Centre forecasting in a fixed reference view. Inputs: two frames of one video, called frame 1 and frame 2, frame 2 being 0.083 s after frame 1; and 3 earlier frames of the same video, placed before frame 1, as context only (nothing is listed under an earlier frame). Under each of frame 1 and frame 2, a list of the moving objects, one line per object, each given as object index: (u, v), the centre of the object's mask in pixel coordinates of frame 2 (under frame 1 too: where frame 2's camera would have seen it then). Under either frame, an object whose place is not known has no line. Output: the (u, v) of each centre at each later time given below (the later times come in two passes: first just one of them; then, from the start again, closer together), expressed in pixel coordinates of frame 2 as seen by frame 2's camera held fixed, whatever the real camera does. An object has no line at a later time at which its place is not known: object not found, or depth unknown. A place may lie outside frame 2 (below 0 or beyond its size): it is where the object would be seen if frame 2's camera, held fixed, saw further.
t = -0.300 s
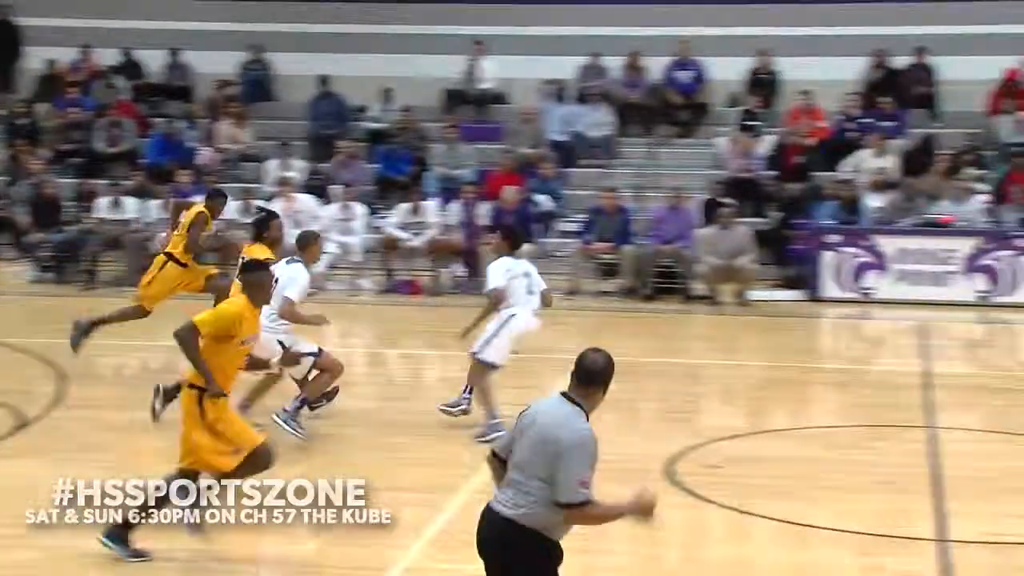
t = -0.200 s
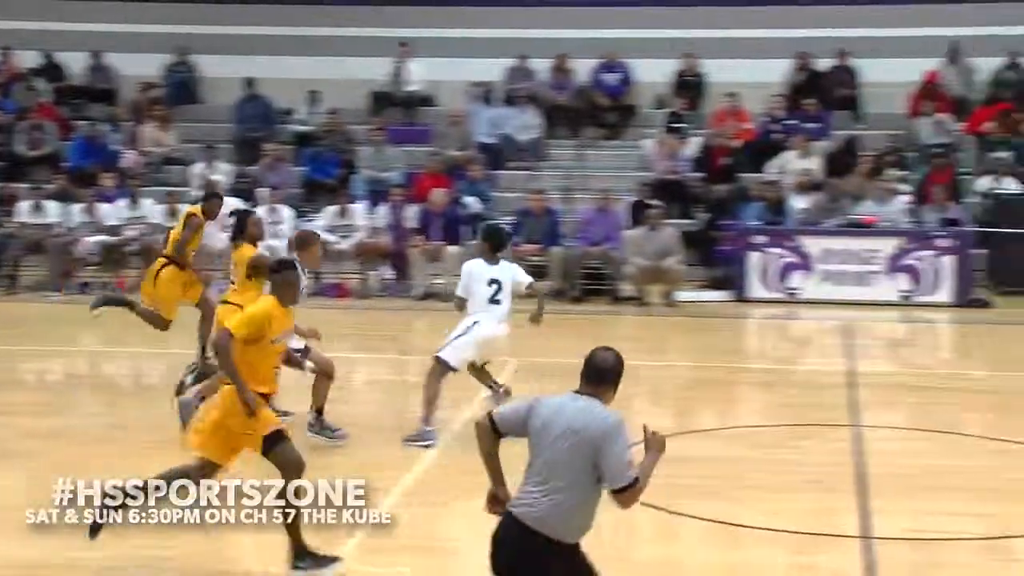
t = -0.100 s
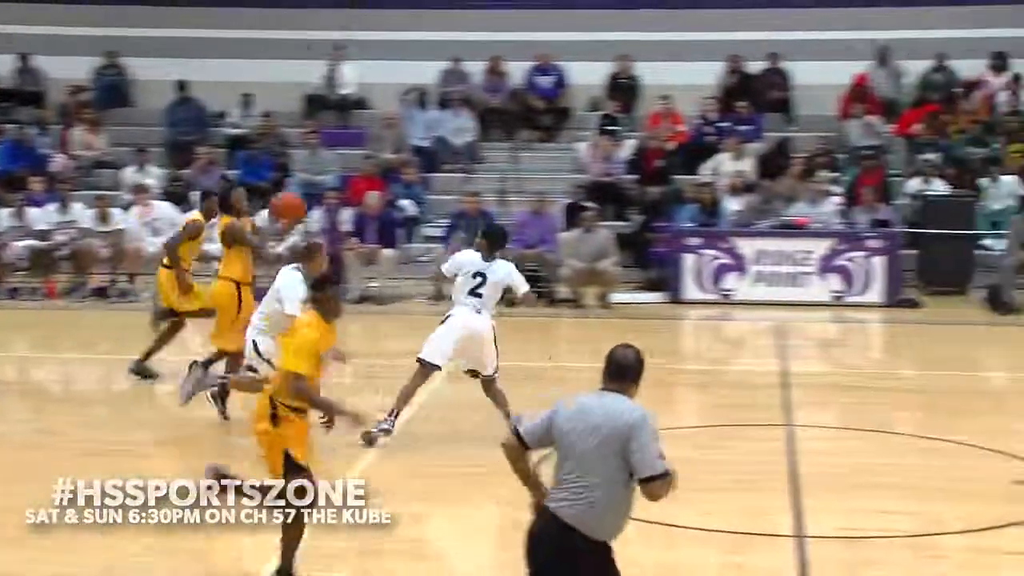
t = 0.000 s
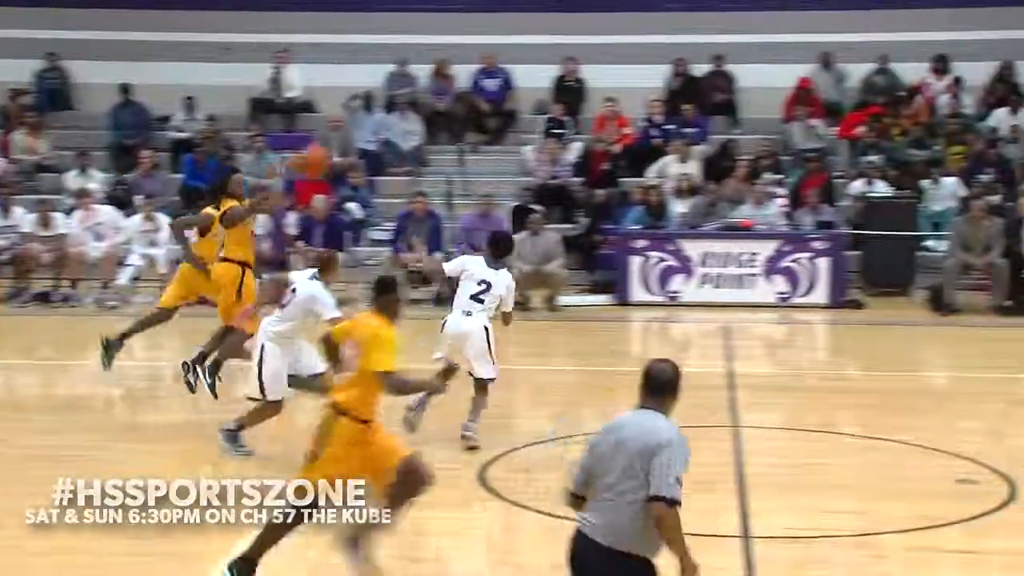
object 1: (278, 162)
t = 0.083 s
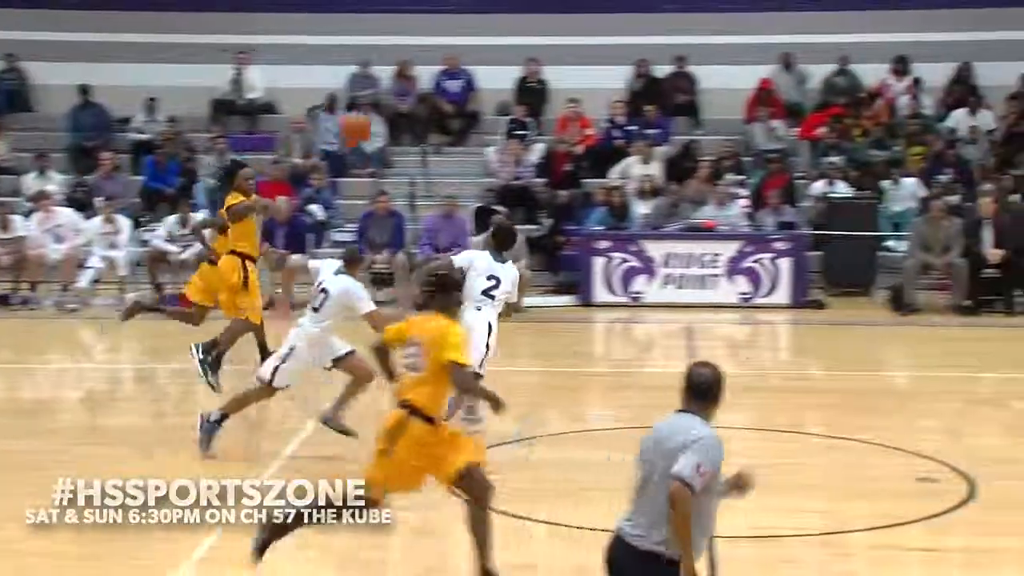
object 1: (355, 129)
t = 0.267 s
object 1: (549, 78)
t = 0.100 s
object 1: (372, 121)
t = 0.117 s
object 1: (389, 116)
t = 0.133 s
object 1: (405, 112)
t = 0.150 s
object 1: (425, 106)
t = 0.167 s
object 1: (443, 100)
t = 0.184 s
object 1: (459, 96)
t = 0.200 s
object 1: (474, 92)
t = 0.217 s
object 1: (495, 87)
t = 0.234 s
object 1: (513, 84)
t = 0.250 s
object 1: (531, 81)
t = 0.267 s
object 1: (549, 78)
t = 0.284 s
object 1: (570, 74)
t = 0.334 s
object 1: (629, 70)
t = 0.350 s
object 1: (648, 69)
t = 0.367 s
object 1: (670, 67)
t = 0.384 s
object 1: (690, 68)
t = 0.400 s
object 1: (714, 67)
